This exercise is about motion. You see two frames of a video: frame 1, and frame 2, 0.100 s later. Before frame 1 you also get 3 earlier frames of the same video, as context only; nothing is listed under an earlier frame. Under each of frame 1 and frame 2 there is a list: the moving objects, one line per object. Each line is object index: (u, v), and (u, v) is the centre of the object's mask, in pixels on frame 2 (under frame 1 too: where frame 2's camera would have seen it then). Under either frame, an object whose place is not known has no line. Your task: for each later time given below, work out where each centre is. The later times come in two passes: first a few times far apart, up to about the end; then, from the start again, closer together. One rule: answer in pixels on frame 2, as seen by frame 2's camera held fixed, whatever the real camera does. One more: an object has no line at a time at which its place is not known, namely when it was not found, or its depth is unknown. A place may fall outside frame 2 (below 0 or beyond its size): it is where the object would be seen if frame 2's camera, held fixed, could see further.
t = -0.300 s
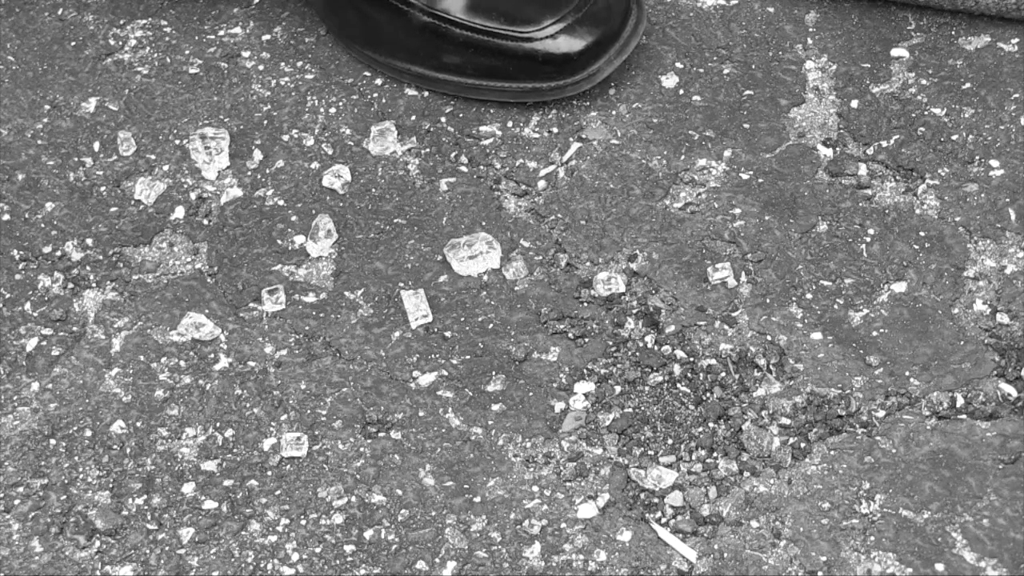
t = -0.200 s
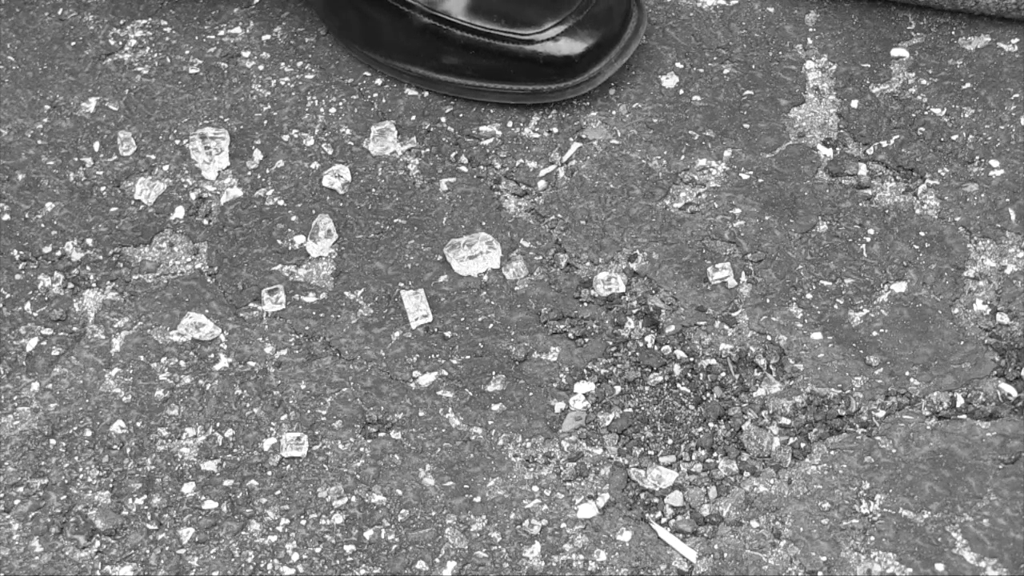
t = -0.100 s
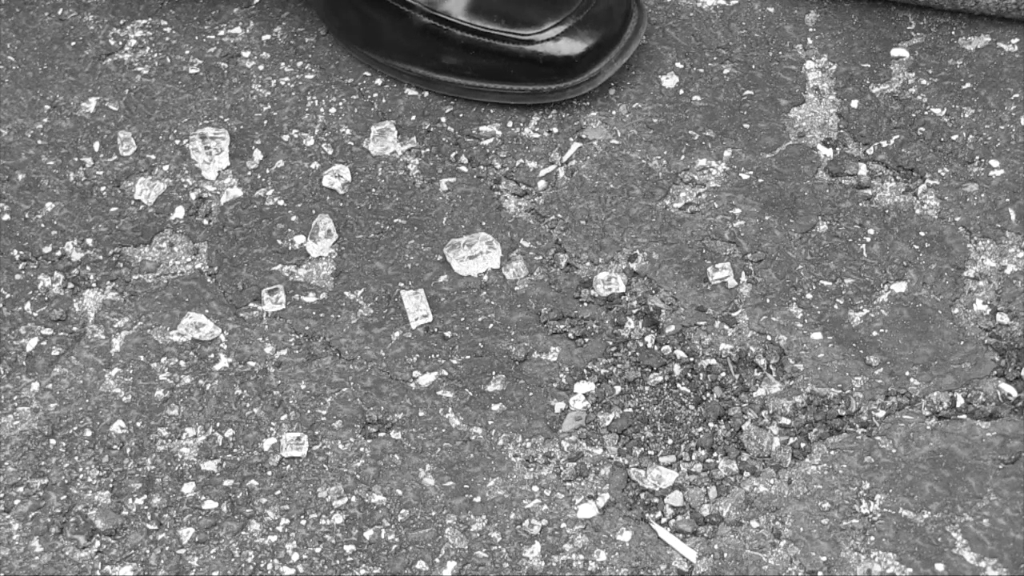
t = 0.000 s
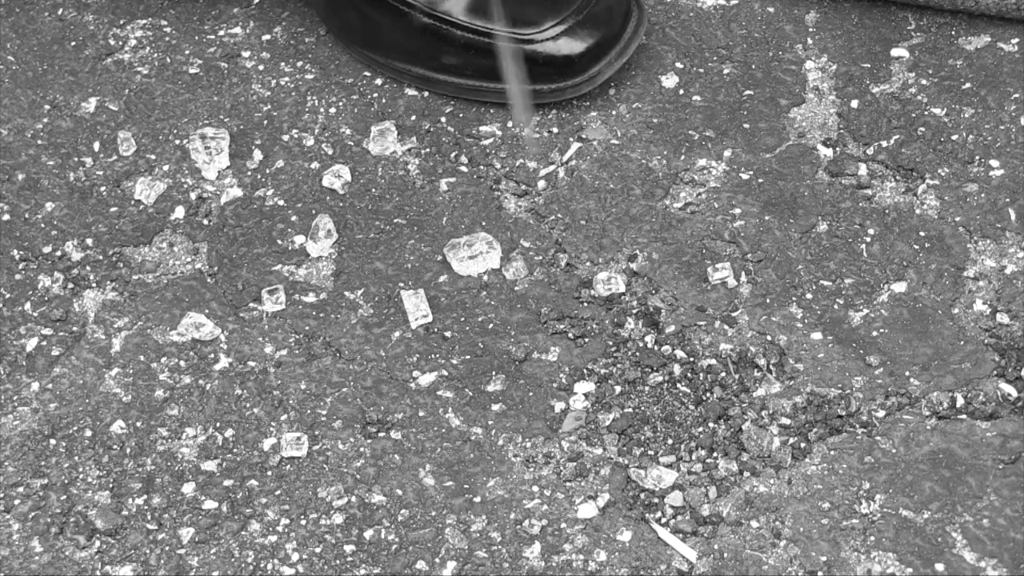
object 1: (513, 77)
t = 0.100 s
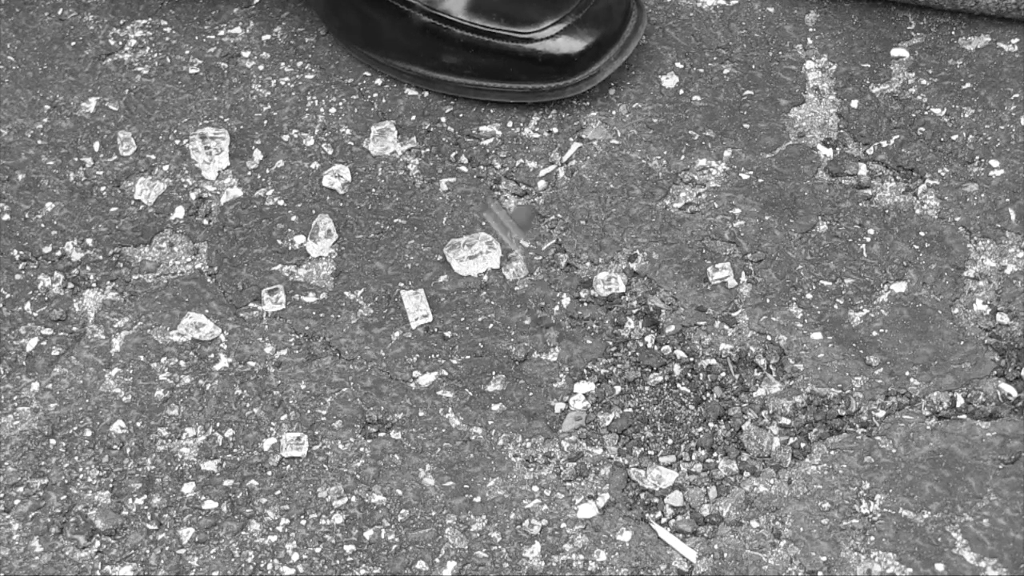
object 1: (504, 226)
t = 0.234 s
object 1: (449, 209)
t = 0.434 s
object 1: (352, 235)
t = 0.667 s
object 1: (356, 236)
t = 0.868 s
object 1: (356, 236)
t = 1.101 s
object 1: (355, 236)
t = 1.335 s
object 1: (356, 236)
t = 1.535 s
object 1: (356, 236)
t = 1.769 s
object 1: (356, 236)
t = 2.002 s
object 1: (356, 236)
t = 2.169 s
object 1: (356, 236)
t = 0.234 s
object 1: (449, 209)
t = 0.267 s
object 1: (427, 215)
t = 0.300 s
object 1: (404, 214)
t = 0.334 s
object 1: (382, 233)
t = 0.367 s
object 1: (362, 229)
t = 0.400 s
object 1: (351, 234)
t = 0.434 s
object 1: (352, 235)
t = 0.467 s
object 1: (355, 237)
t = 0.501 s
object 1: (355, 236)
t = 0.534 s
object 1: (356, 236)
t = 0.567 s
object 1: (356, 236)
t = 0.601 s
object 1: (356, 236)
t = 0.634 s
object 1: (356, 236)
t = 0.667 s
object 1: (356, 236)
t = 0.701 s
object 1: (356, 237)
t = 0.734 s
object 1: (356, 236)
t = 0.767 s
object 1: (356, 236)
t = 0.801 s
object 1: (356, 236)
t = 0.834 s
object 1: (356, 237)
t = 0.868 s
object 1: (356, 236)
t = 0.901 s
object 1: (356, 236)
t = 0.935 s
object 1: (356, 236)
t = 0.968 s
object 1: (356, 236)
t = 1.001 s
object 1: (355, 236)
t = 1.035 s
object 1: (355, 236)
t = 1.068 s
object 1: (355, 236)
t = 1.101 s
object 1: (355, 236)
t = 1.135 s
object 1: (356, 236)
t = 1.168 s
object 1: (356, 236)
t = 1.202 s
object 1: (355, 236)
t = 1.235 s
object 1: (355, 236)
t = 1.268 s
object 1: (356, 236)
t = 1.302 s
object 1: (356, 236)
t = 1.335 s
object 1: (356, 236)
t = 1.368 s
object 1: (356, 236)
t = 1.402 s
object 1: (356, 236)
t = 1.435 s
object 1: (356, 236)
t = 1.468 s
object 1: (356, 236)
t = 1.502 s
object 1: (356, 236)
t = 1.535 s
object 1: (356, 236)
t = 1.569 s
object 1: (356, 236)
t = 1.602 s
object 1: (356, 236)
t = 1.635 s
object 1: (356, 236)
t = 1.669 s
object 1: (356, 236)
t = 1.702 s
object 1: (356, 236)
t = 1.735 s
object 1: (356, 236)
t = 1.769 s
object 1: (356, 236)
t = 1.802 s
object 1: (356, 236)
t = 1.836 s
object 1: (356, 236)
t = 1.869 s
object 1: (356, 236)
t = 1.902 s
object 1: (355, 236)
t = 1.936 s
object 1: (356, 236)
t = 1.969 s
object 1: (356, 236)
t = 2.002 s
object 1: (356, 236)
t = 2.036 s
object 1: (356, 236)
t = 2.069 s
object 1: (356, 236)
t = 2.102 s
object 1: (356, 236)
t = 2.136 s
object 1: (356, 236)
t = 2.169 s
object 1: (356, 236)
